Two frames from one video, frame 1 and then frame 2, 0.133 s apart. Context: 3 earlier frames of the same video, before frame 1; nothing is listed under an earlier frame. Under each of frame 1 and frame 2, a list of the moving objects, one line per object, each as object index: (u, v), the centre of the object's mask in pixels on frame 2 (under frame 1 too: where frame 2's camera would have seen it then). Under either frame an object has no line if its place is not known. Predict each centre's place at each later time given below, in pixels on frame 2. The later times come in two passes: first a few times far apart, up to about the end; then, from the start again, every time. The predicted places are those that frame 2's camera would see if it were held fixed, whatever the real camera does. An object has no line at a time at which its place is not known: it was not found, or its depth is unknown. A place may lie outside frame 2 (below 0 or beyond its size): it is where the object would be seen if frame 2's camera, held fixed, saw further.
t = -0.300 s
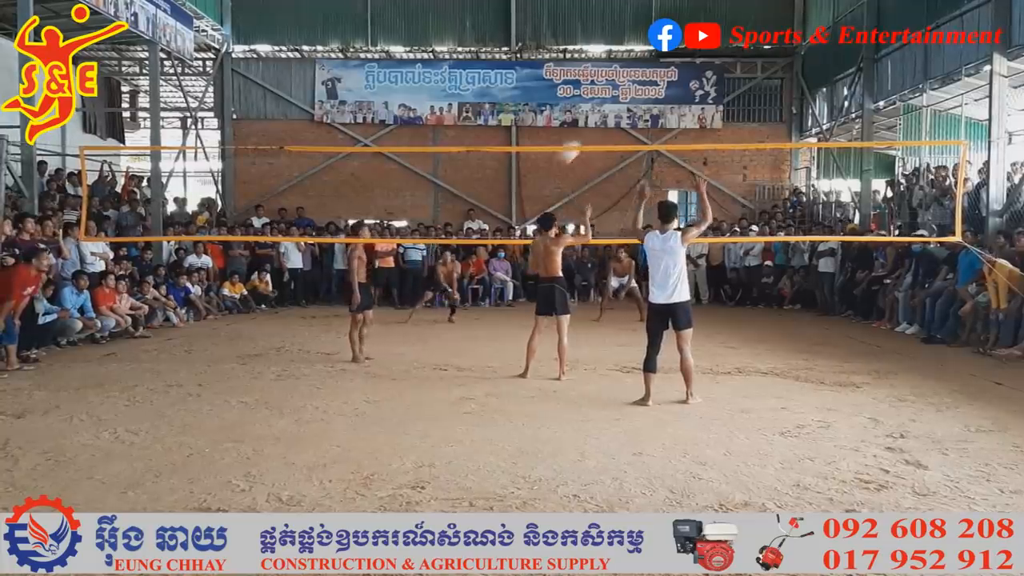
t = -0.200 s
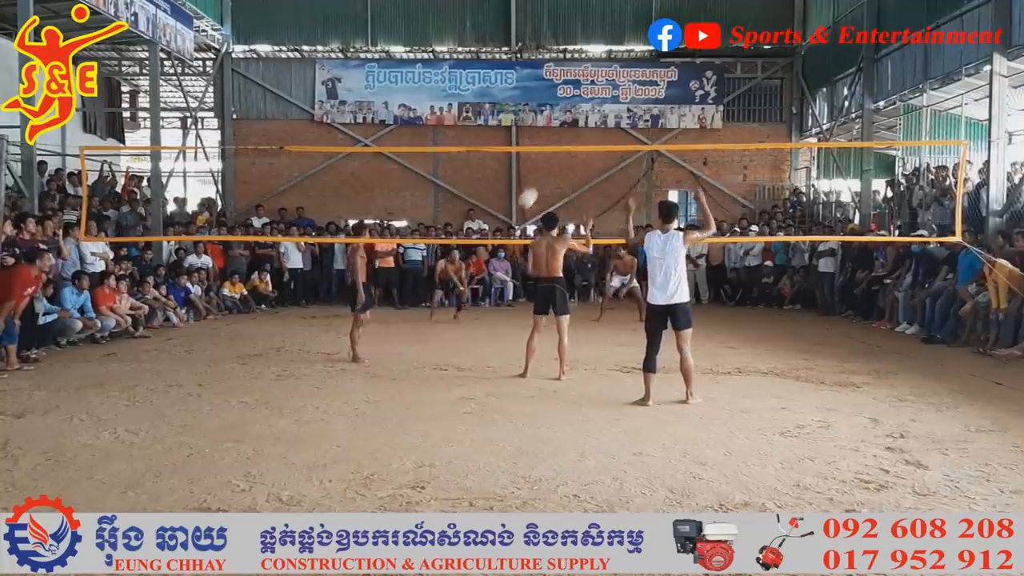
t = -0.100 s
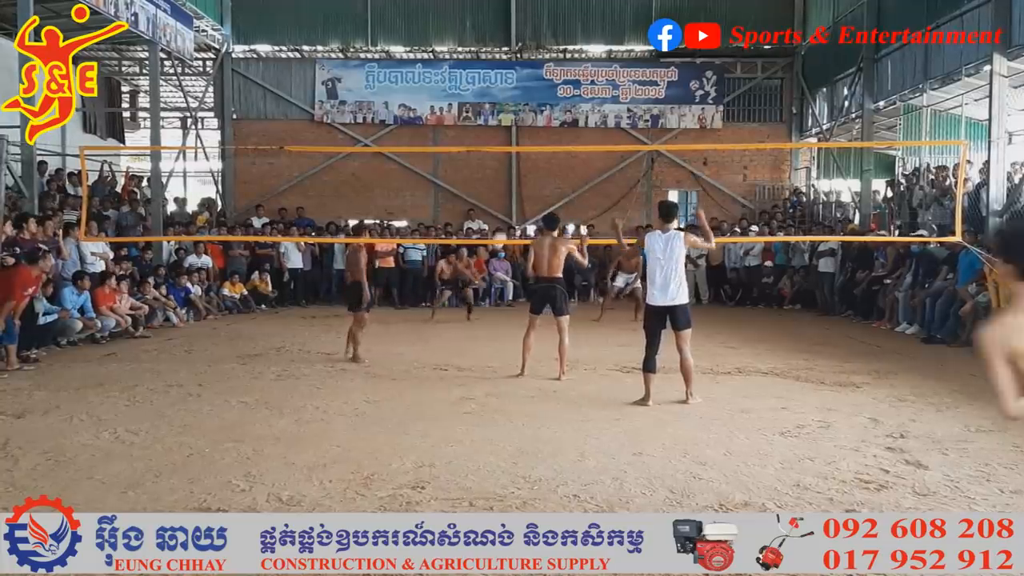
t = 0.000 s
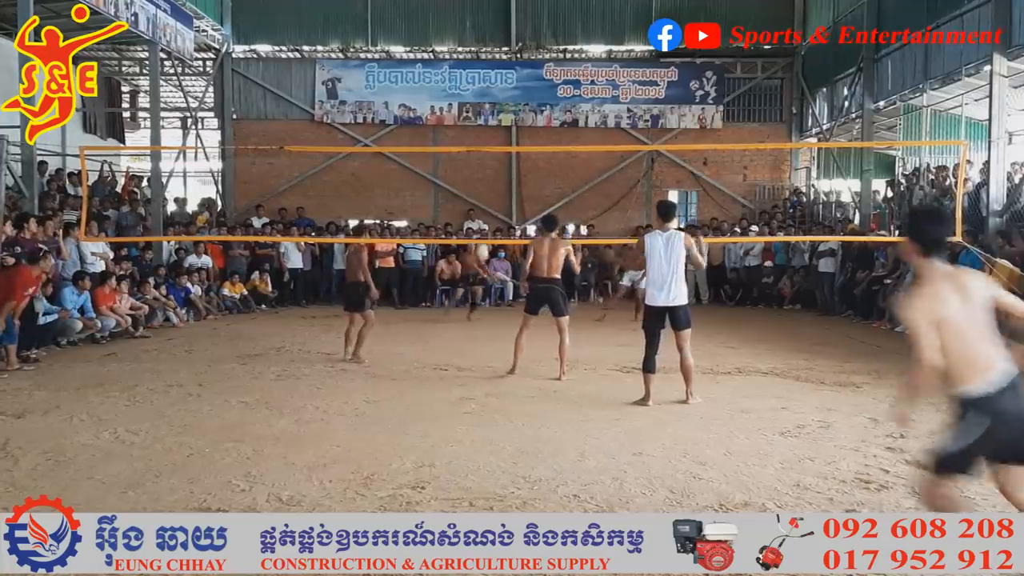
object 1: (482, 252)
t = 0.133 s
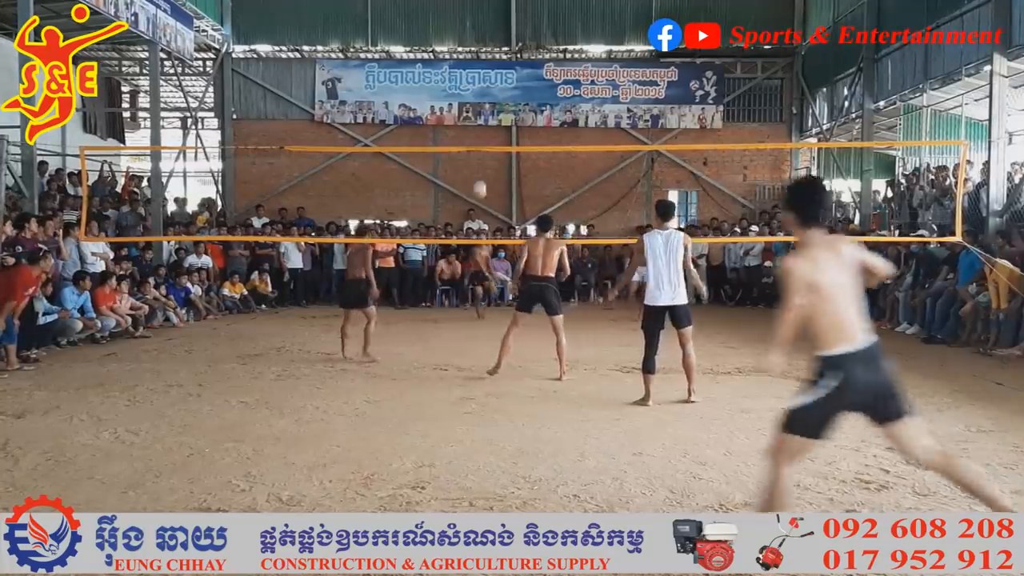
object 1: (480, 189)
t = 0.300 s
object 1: (476, 124)
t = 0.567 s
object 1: (467, 49)
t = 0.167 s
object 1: (479, 175)
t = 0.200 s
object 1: (478, 161)
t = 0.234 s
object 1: (478, 147)
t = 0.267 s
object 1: (477, 136)
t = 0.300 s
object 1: (476, 124)
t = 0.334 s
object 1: (476, 113)
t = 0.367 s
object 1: (475, 101)
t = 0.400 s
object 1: (474, 92)
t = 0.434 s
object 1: (472, 83)
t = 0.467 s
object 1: (471, 71)
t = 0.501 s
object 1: (469, 64)
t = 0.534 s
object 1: (468, 57)
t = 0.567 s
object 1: (467, 49)
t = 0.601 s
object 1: (466, 42)
